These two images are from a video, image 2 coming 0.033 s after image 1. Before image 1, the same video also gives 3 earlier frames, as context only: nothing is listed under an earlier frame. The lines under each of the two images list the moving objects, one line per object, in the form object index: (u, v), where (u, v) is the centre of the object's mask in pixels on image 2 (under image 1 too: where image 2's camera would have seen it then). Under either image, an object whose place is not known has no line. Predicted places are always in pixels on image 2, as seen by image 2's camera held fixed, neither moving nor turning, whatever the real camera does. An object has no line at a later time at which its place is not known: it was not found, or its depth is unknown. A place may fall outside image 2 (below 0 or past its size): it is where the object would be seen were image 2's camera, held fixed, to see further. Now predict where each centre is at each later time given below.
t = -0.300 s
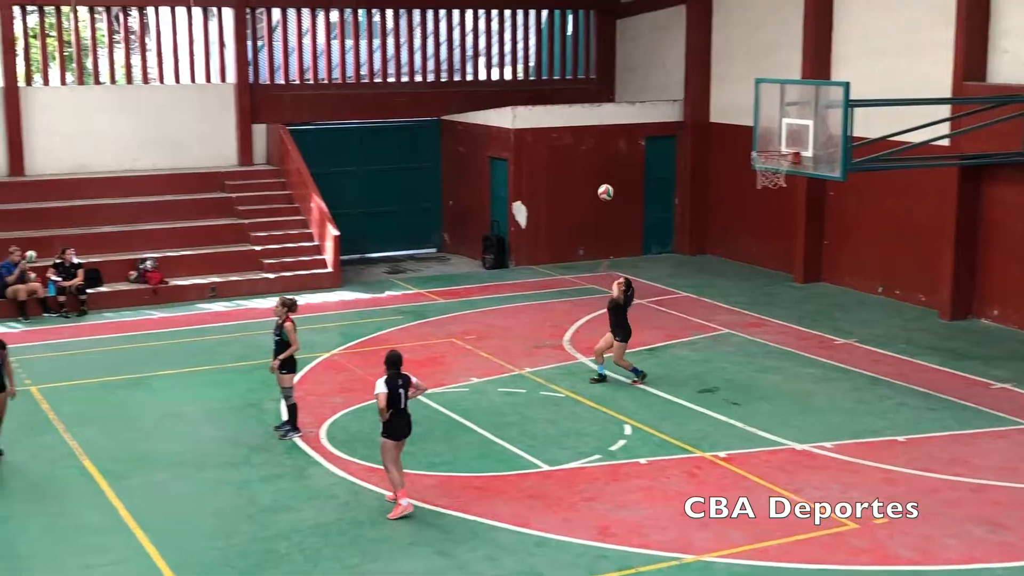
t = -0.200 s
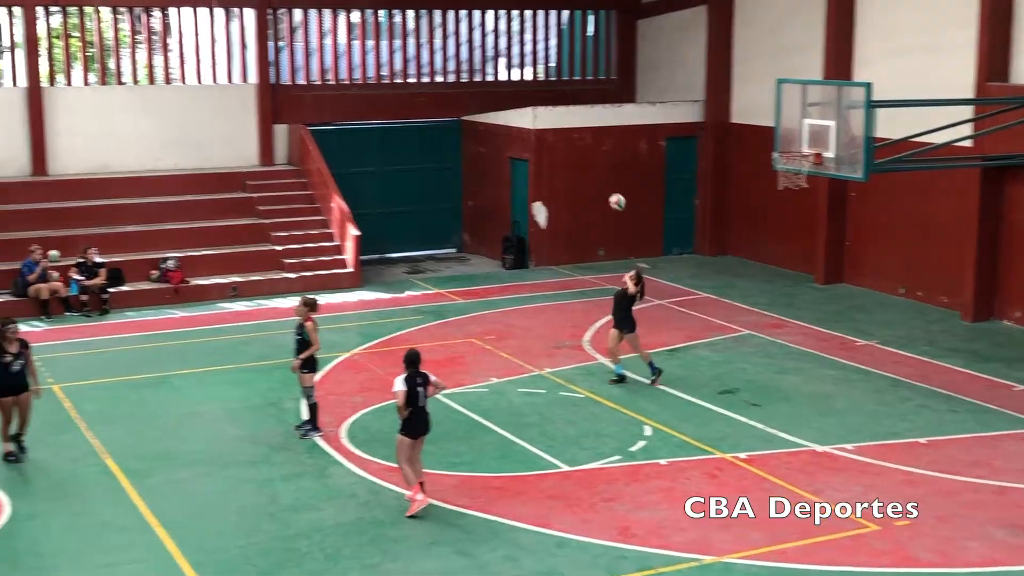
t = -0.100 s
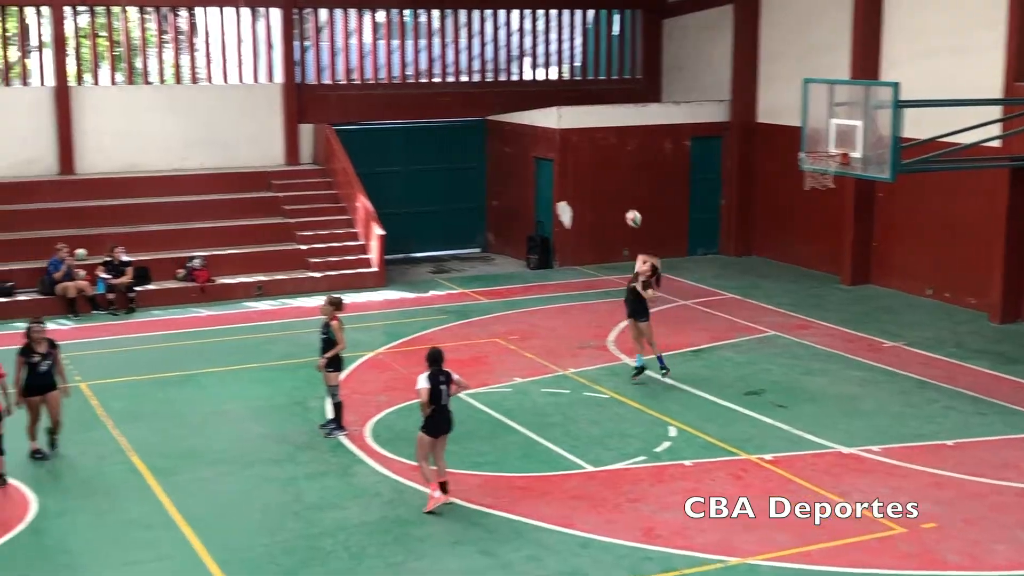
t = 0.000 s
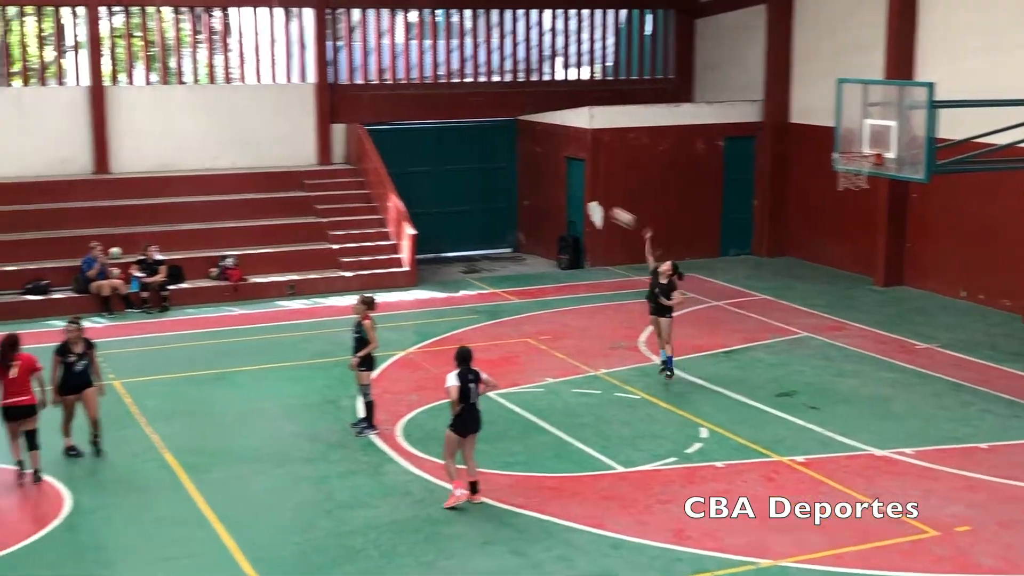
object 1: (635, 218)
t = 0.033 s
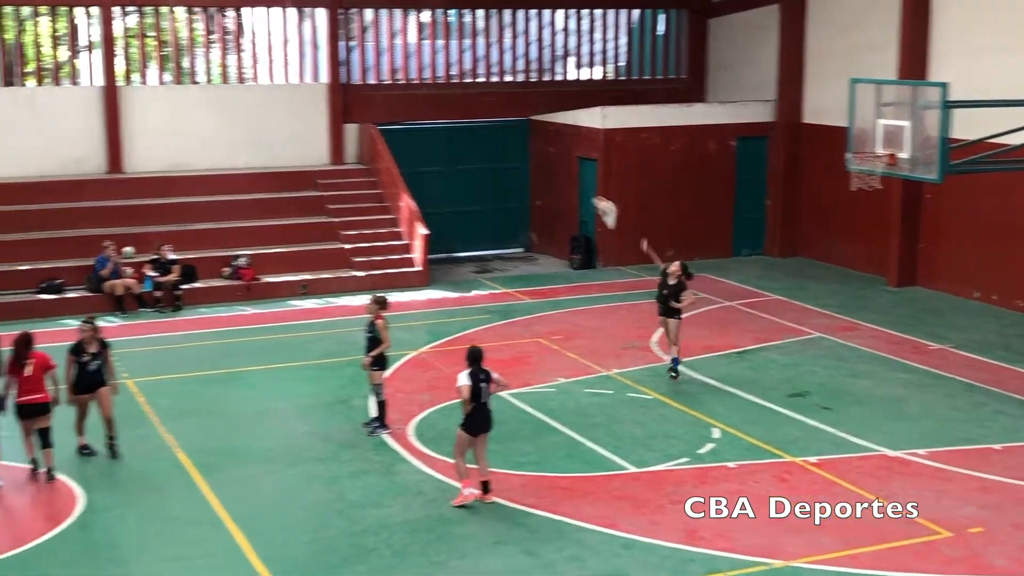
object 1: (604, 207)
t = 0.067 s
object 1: (572, 195)
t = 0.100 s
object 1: (541, 186)
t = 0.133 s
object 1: (510, 178)
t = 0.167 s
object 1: (477, 170)
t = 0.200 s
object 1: (446, 163)
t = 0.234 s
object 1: (414, 157)
